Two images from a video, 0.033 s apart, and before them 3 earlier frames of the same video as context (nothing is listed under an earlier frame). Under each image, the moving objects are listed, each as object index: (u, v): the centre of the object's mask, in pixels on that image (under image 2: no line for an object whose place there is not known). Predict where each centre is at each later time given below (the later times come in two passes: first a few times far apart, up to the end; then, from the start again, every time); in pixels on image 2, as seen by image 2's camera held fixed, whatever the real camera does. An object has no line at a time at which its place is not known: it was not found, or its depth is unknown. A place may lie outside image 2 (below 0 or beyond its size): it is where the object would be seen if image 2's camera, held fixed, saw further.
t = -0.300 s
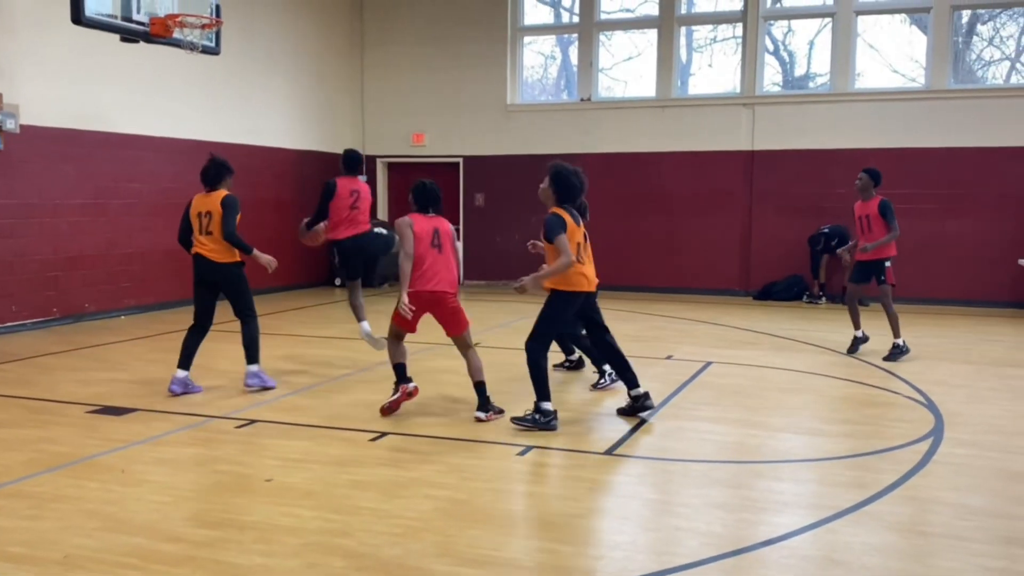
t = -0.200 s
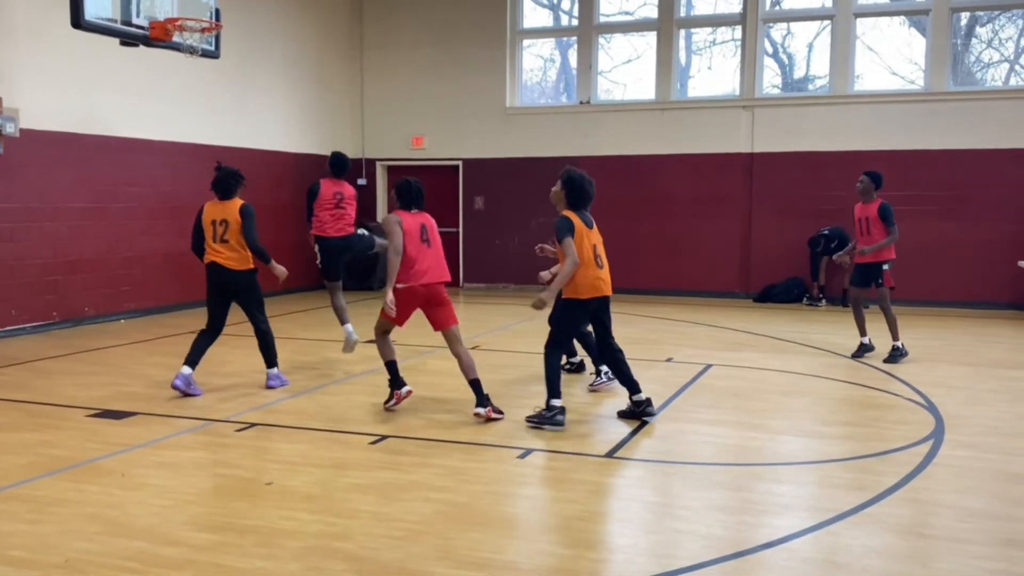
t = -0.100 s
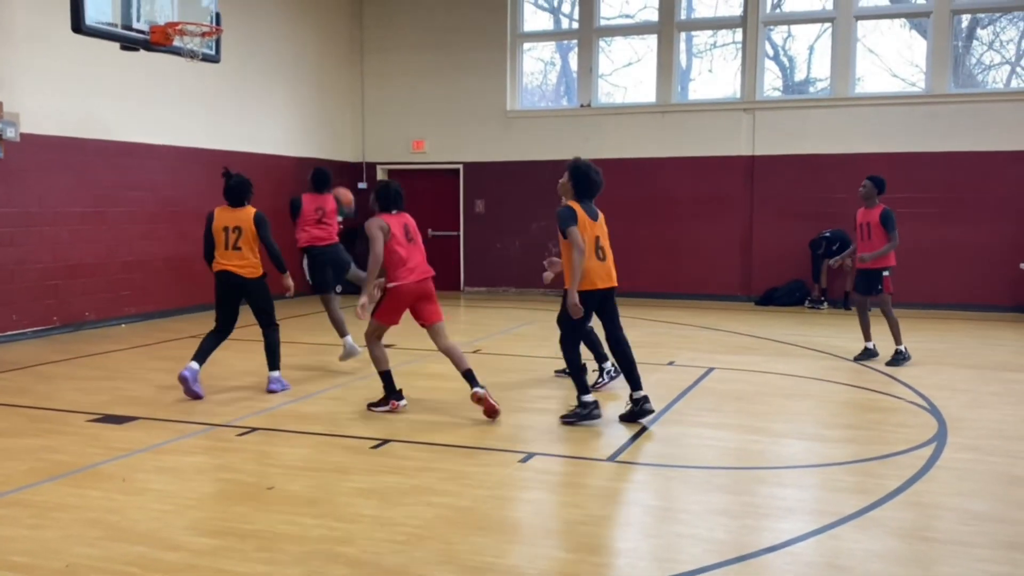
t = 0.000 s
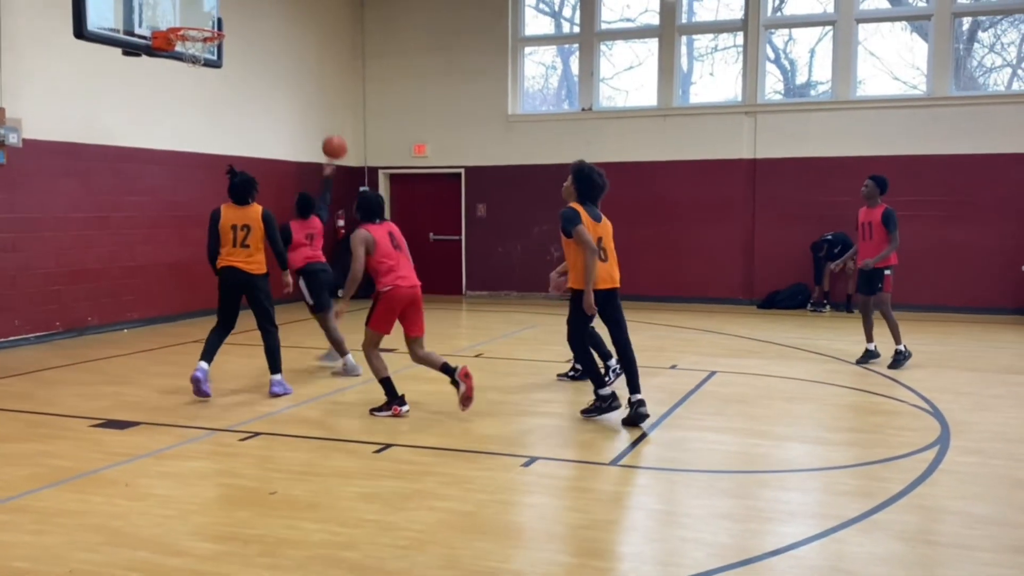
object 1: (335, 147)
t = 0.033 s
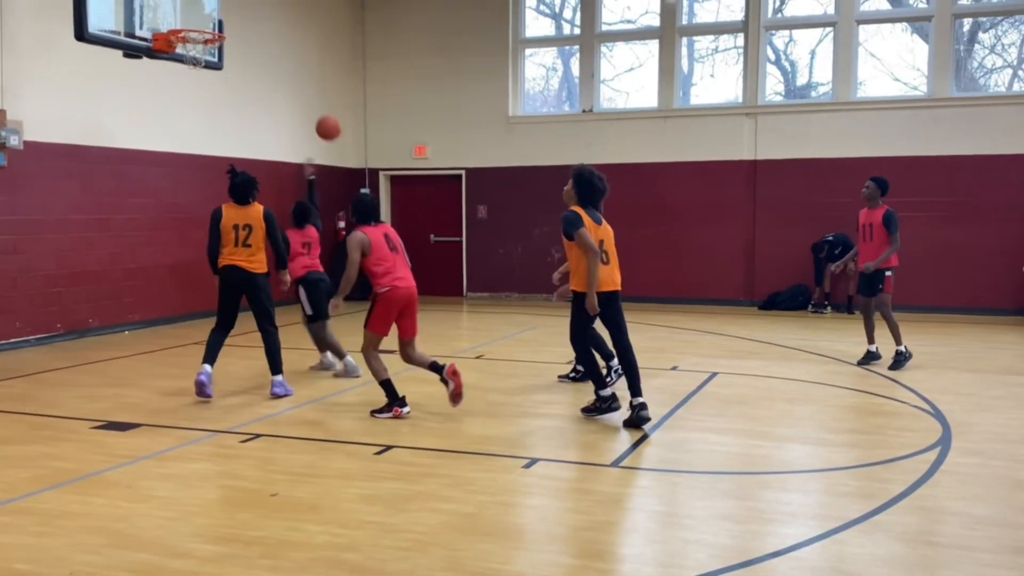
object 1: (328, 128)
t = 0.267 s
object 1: (279, 14)
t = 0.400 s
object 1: (252, -20)
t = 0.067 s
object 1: (321, 108)
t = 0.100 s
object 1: (314, 90)
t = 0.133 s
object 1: (307, 72)
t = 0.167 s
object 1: (300, 56)
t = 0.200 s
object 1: (293, 41)
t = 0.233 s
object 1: (286, 26)
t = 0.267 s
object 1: (279, 14)
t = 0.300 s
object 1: (272, 1)
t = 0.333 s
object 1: (265, -8)
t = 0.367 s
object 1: (259, -15)
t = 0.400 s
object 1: (252, -20)
